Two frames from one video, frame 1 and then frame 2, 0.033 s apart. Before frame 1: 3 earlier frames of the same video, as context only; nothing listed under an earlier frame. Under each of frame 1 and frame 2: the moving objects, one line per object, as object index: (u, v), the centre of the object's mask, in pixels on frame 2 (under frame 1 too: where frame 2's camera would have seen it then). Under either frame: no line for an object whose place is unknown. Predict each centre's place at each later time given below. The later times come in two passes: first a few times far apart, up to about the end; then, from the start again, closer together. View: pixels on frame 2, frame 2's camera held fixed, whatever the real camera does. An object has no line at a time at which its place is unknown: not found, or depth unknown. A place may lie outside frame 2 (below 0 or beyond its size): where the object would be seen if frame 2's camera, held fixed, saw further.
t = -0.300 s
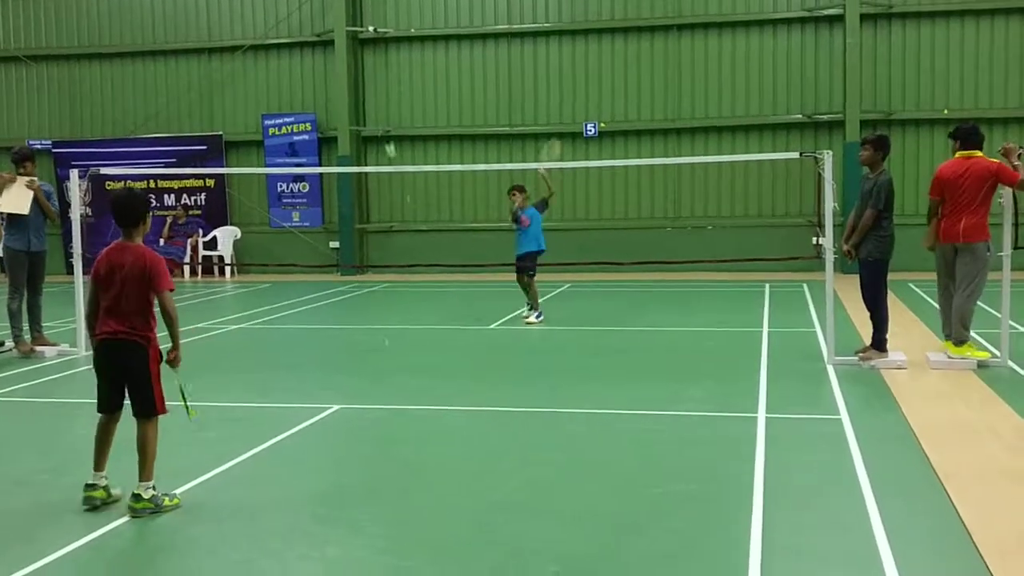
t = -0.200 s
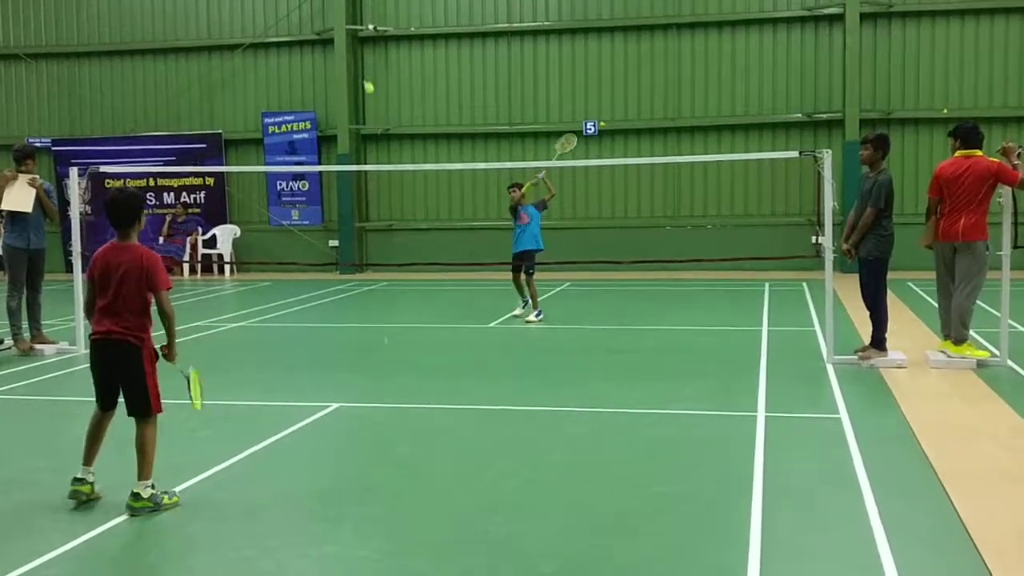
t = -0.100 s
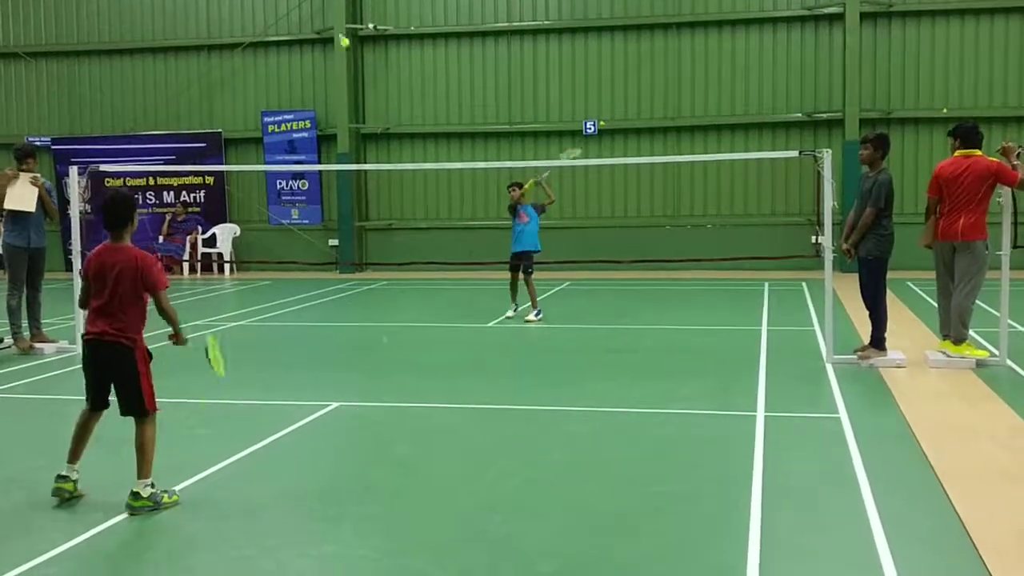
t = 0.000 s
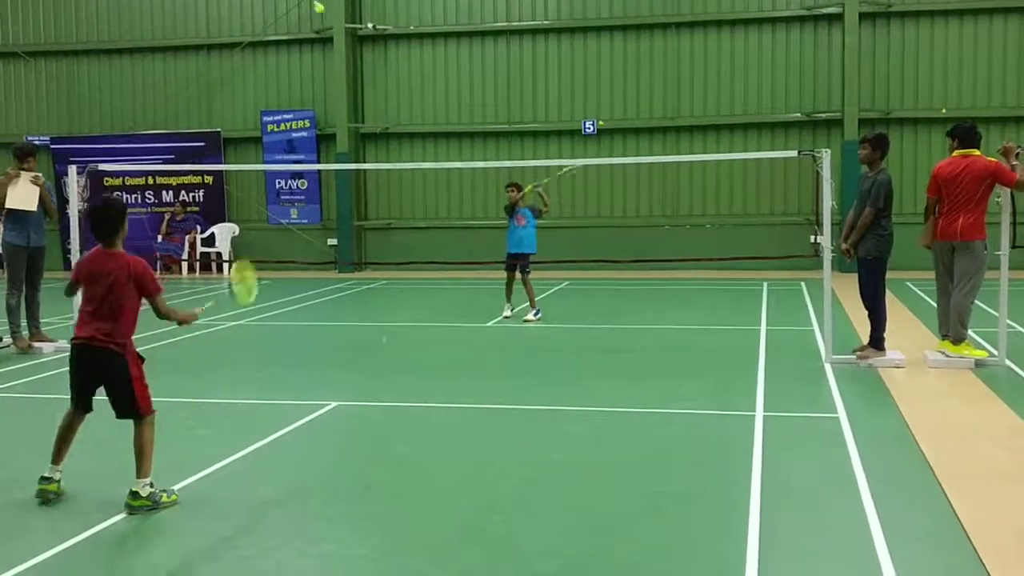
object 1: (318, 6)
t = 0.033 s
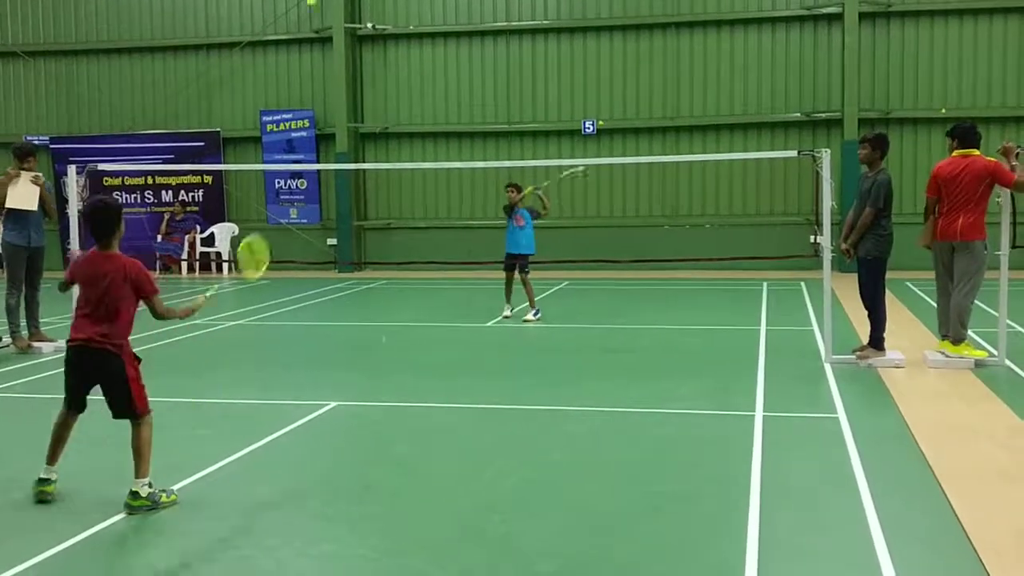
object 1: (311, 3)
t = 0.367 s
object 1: (237, 6)
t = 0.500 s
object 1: (211, 57)
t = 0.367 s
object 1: (237, 6)
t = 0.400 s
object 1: (230, 13)
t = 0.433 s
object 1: (224, 26)
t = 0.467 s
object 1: (217, 41)
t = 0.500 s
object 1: (211, 57)
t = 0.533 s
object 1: (205, 76)
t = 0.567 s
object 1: (199, 97)
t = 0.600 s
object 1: (193, 119)
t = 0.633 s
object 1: (187, 143)
